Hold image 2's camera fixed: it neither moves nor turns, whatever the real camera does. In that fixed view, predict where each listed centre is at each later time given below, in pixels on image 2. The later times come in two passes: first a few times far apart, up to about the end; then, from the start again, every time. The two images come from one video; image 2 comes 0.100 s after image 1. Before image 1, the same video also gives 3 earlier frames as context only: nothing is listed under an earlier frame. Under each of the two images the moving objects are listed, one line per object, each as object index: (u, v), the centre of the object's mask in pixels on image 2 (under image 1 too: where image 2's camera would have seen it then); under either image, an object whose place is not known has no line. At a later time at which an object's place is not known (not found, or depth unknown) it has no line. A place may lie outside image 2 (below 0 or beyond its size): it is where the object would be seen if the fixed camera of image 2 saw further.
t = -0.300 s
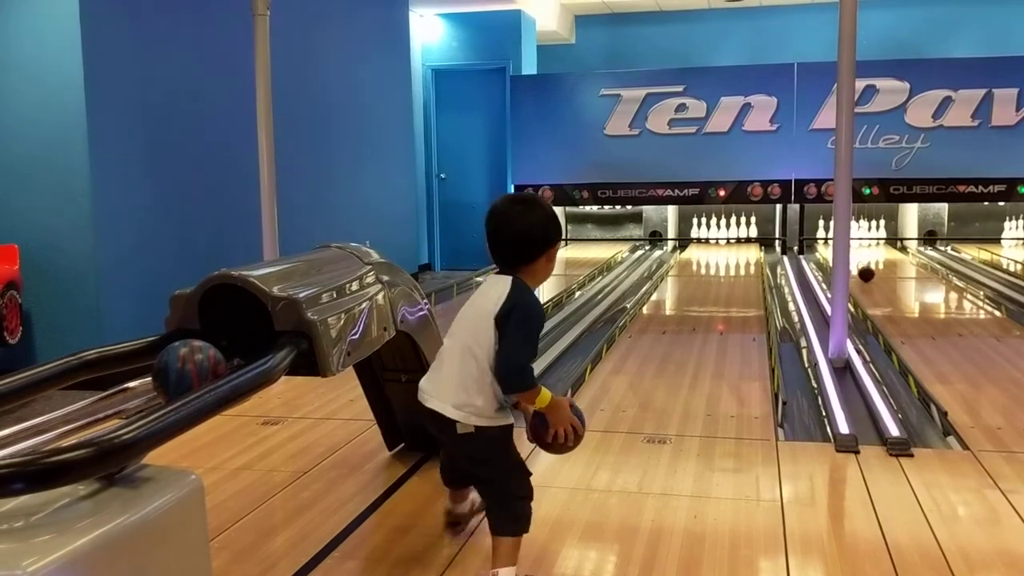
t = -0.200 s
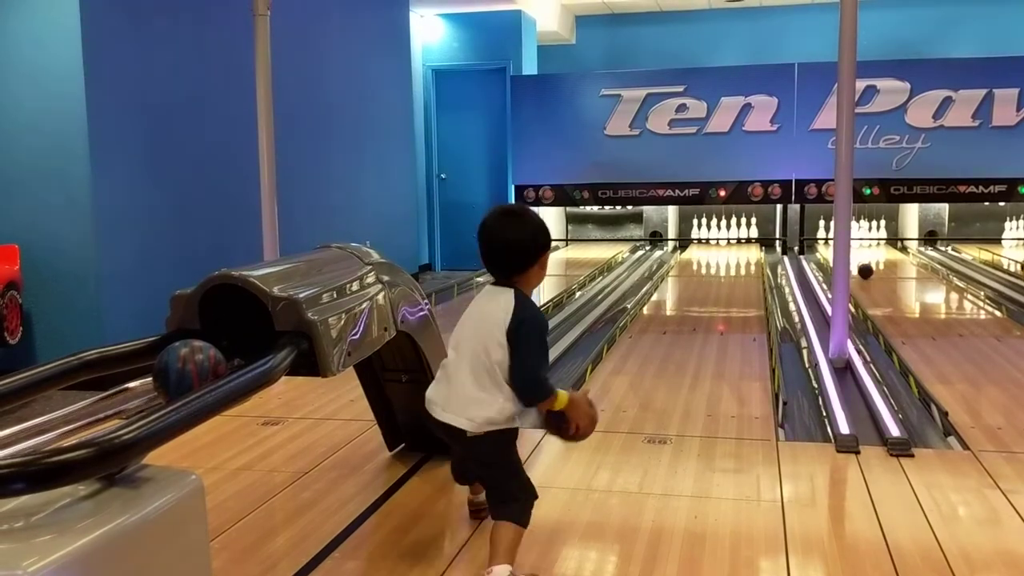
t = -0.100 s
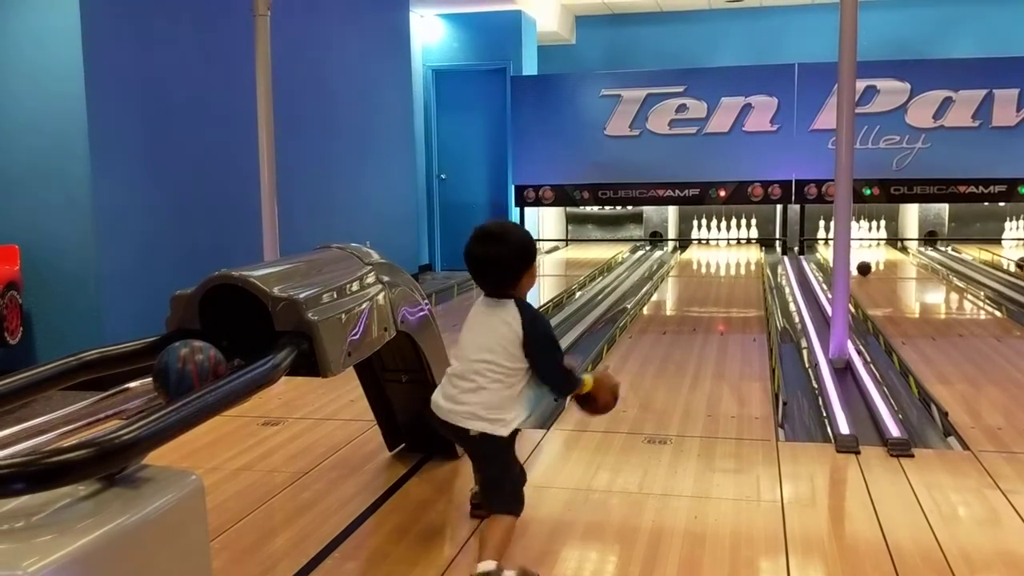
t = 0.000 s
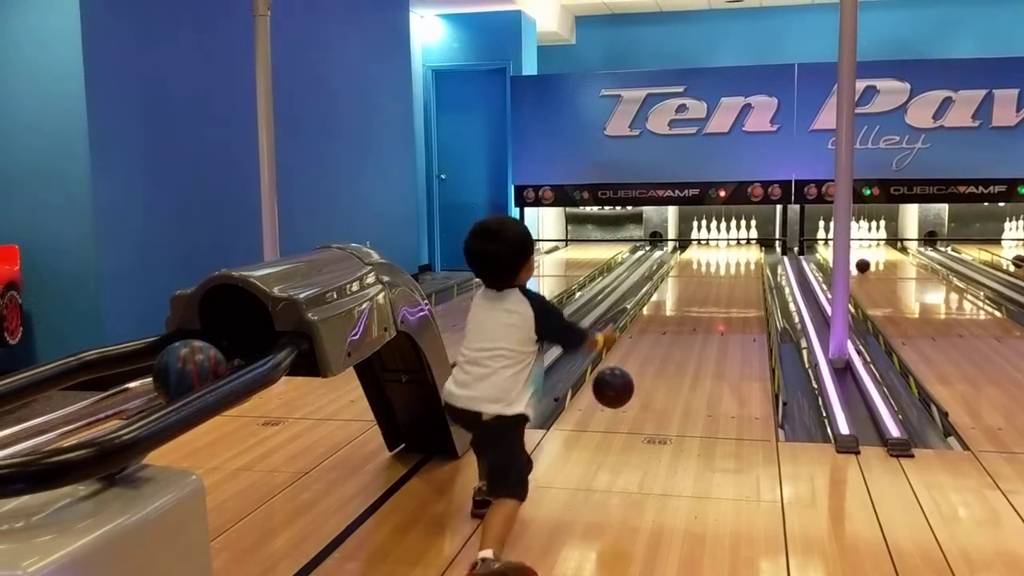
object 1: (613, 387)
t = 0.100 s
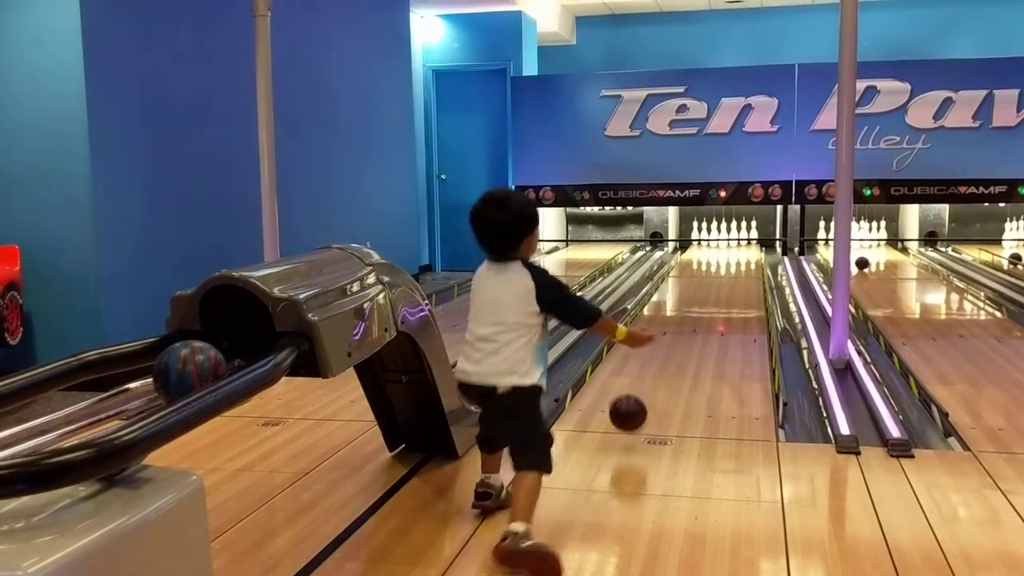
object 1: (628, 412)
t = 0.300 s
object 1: (647, 391)
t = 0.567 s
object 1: (661, 357)
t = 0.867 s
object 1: (668, 333)
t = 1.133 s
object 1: (673, 314)
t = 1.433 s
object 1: (677, 299)
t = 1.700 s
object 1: (679, 288)
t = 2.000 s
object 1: (681, 278)
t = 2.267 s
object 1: (682, 269)
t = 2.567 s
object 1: (684, 262)
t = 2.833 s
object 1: (684, 256)
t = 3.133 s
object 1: (685, 249)
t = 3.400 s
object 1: (686, 246)
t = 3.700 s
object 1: (688, 244)
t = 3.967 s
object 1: (687, 245)
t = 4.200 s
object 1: (690, 245)
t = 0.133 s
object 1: (632, 423)
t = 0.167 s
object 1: (635, 412)
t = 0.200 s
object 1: (639, 406)
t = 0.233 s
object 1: (642, 403)
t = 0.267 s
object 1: (645, 397)
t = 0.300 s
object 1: (647, 391)
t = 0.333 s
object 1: (650, 386)
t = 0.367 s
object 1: (652, 381)
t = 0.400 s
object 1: (654, 377)
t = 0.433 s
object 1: (656, 372)
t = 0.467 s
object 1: (657, 368)
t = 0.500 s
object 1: (659, 364)
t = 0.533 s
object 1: (660, 361)
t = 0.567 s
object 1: (661, 357)
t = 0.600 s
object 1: (662, 354)
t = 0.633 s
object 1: (663, 351)
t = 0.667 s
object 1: (663, 348)
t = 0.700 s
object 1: (664, 345)
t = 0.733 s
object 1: (665, 343)
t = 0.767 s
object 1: (665, 340)
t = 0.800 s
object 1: (666, 337)
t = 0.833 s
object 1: (667, 335)
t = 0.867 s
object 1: (668, 333)
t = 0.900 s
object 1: (668, 330)
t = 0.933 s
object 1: (669, 328)
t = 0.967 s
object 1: (670, 324)
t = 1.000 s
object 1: (670, 321)
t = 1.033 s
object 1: (671, 319)
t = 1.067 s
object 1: (672, 318)
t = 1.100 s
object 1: (672, 316)
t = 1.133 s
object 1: (673, 314)
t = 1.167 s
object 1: (673, 312)
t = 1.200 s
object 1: (673, 310)
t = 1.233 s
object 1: (674, 309)
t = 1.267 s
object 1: (674, 307)
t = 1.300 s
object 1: (675, 305)
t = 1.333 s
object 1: (675, 304)
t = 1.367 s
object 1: (676, 302)
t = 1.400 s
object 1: (676, 300)
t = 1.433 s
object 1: (677, 299)
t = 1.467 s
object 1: (677, 298)
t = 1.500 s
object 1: (677, 297)
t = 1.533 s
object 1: (677, 295)
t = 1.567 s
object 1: (678, 293)
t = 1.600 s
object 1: (678, 292)
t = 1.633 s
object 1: (678, 291)
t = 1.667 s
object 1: (678, 290)
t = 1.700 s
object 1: (679, 288)
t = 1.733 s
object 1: (679, 287)
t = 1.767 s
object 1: (679, 286)
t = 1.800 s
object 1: (680, 285)
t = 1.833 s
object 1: (679, 284)
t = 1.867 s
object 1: (680, 283)
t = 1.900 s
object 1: (680, 281)
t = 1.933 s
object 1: (680, 280)
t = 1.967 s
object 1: (680, 279)
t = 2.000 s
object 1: (681, 278)
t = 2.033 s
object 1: (681, 277)
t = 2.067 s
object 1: (681, 276)
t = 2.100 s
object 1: (681, 274)
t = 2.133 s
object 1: (681, 274)
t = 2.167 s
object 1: (681, 273)
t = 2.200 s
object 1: (682, 272)
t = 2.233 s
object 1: (682, 271)
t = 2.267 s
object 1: (682, 269)
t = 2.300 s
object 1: (682, 269)
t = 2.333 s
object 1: (682, 268)
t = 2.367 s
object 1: (682, 267)
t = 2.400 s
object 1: (682, 266)
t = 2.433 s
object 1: (683, 265)
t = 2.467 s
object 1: (683, 264)
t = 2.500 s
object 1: (683, 263)
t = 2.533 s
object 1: (684, 263)
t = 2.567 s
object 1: (684, 262)
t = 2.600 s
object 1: (684, 261)
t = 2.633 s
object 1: (684, 261)
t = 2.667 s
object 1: (684, 260)
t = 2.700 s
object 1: (684, 259)
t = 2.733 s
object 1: (684, 258)
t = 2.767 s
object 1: (684, 257)
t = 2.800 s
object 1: (684, 256)
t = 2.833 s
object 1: (684, 256)
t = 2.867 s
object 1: (684, 255)
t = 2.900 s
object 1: (684, 255)
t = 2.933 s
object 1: (684, 254)
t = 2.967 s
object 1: (684, 253)
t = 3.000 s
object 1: (684, 253)
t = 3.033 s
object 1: (684, 252)
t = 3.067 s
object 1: (684, 251)
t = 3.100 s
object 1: (685, 250)
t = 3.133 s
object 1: (685, 249)
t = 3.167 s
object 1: (685, 249)
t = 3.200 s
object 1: (685, 248)
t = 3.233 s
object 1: (686, 247)
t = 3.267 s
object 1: (686, 247)
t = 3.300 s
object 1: (686, 247)
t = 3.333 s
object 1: (686, 247)
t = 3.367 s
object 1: (686, 246)
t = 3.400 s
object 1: (686, 246)
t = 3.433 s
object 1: (686, 246)
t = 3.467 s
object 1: (687, 246)
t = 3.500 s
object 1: (687, 245)
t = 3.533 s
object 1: (689, 245)
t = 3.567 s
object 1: (687, 244)
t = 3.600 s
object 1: (688, 244)
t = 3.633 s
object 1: (688, 244)
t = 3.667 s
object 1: (688, 244)
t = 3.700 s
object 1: (688, 244)
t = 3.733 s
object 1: (687, 244)
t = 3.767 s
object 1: (685, 244)
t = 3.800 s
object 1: (685, 244)
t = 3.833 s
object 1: (684, 244)
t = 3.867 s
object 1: (683, 244)
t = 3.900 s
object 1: (686, 244)
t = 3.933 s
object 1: (687, 245)
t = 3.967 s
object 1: (687, 245)
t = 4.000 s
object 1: (683, 245)
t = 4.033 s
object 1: (686, 245)
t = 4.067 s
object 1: (683, 245)
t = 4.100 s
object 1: (684, 245)
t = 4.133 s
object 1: (684, 245)
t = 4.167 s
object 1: (685, 245)
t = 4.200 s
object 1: (690, 245)
